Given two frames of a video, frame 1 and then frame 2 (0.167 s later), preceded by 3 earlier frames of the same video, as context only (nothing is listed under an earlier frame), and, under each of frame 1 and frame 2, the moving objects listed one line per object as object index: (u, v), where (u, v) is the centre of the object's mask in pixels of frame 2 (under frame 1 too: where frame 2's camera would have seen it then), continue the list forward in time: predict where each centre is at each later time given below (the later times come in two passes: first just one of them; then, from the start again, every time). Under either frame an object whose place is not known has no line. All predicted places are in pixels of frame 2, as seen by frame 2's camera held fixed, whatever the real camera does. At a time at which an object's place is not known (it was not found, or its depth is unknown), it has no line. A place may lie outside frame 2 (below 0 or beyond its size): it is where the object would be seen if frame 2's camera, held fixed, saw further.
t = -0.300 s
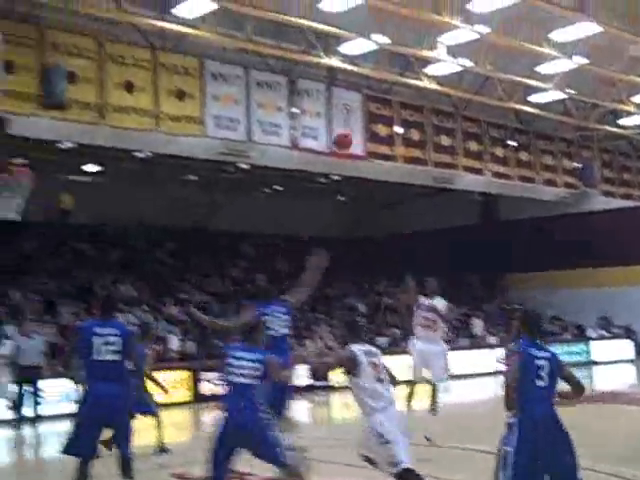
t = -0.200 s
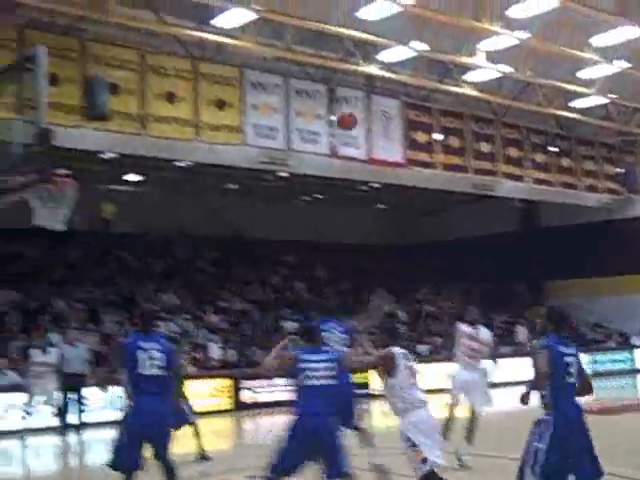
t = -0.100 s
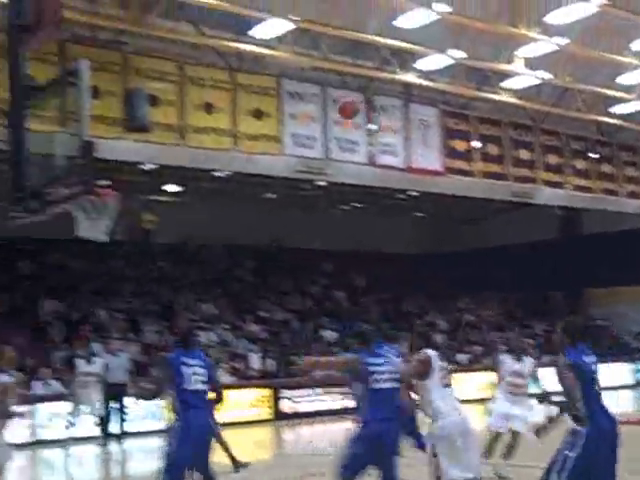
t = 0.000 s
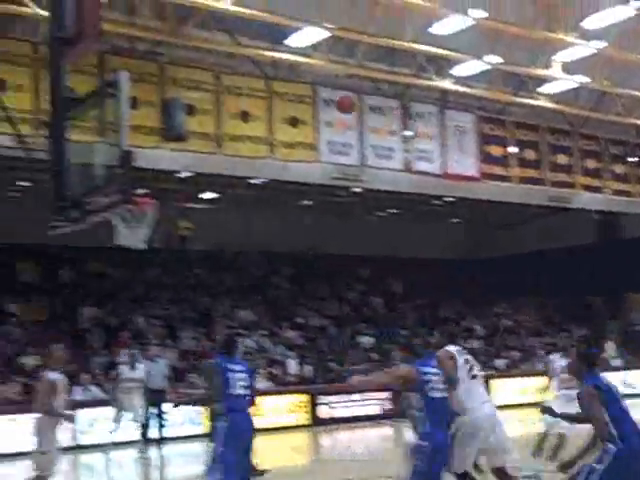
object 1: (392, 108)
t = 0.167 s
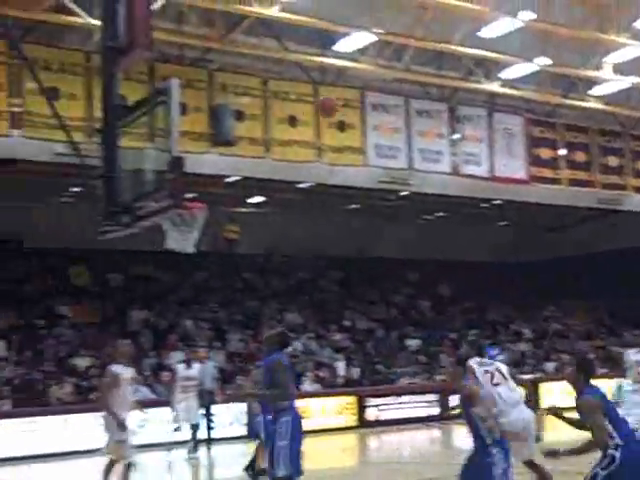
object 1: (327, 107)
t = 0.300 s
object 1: (273, 124)
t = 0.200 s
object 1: (314, 110)
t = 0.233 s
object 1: (299, 115)
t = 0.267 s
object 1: (287, 118)
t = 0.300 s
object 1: (273, 124)
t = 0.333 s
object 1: (258, 132)
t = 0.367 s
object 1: (243, 141)
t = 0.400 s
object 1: (227, 151)
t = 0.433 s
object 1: (211, 163)
